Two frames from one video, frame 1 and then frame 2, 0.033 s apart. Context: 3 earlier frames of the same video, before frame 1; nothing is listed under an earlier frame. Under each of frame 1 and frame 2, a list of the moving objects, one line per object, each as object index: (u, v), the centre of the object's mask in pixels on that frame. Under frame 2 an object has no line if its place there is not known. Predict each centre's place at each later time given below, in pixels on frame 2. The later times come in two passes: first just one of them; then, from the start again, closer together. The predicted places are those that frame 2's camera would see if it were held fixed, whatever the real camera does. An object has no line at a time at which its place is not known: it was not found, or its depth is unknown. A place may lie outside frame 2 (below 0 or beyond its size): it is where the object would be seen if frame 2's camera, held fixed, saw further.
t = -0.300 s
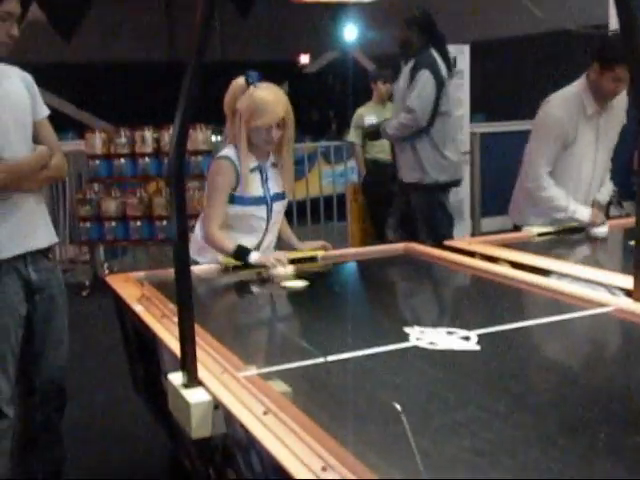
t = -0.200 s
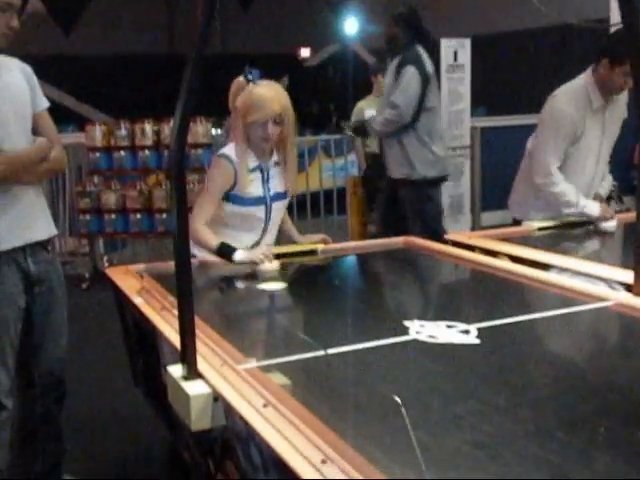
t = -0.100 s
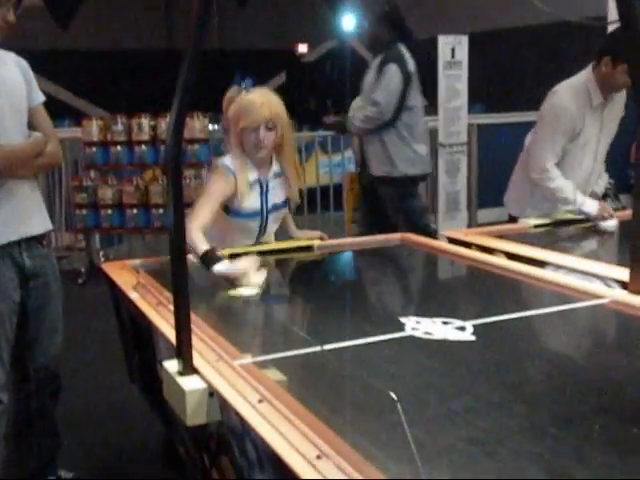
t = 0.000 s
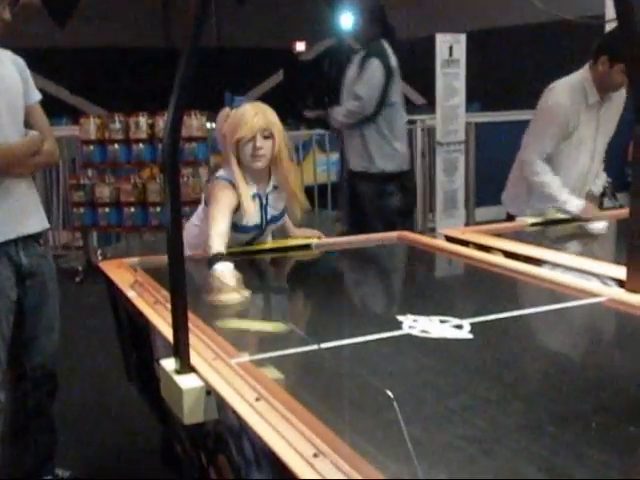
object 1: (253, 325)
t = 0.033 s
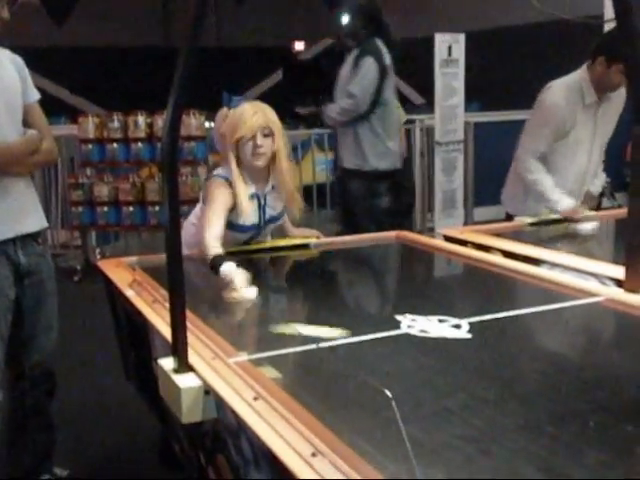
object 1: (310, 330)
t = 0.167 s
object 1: (580, 360)
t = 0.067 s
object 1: (370, 337)
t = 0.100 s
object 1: (436, 344)
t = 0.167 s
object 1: (580, 360)
